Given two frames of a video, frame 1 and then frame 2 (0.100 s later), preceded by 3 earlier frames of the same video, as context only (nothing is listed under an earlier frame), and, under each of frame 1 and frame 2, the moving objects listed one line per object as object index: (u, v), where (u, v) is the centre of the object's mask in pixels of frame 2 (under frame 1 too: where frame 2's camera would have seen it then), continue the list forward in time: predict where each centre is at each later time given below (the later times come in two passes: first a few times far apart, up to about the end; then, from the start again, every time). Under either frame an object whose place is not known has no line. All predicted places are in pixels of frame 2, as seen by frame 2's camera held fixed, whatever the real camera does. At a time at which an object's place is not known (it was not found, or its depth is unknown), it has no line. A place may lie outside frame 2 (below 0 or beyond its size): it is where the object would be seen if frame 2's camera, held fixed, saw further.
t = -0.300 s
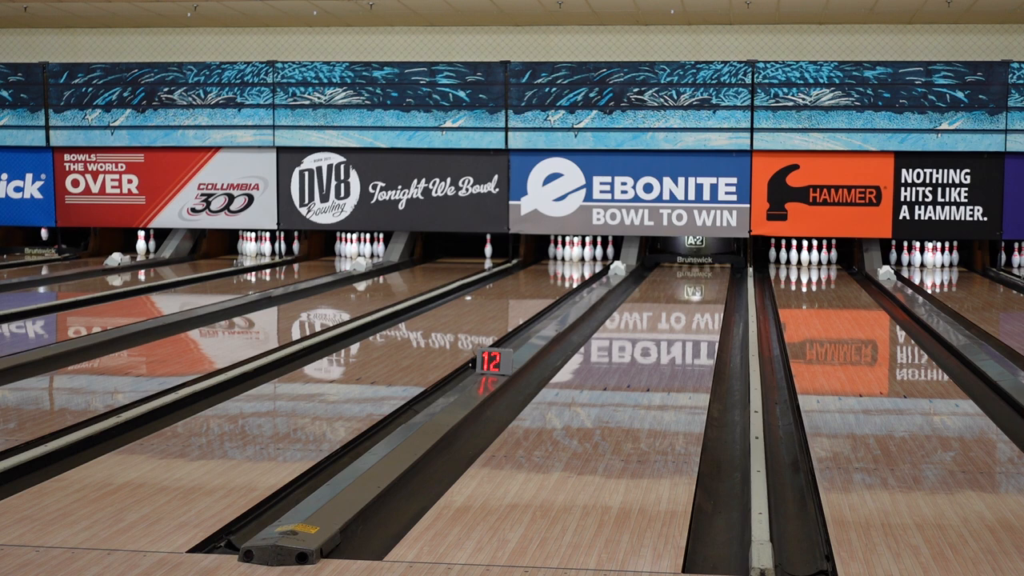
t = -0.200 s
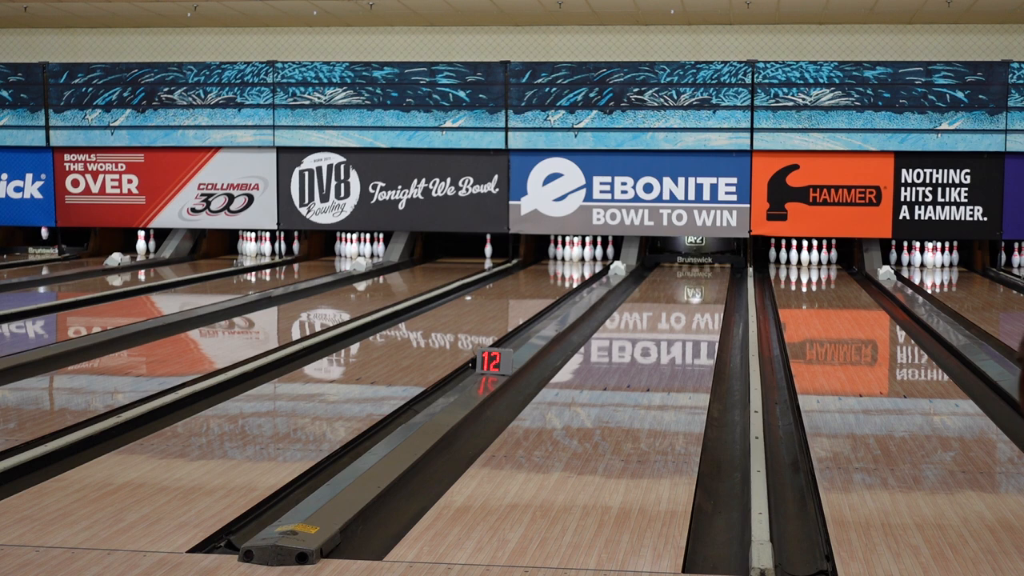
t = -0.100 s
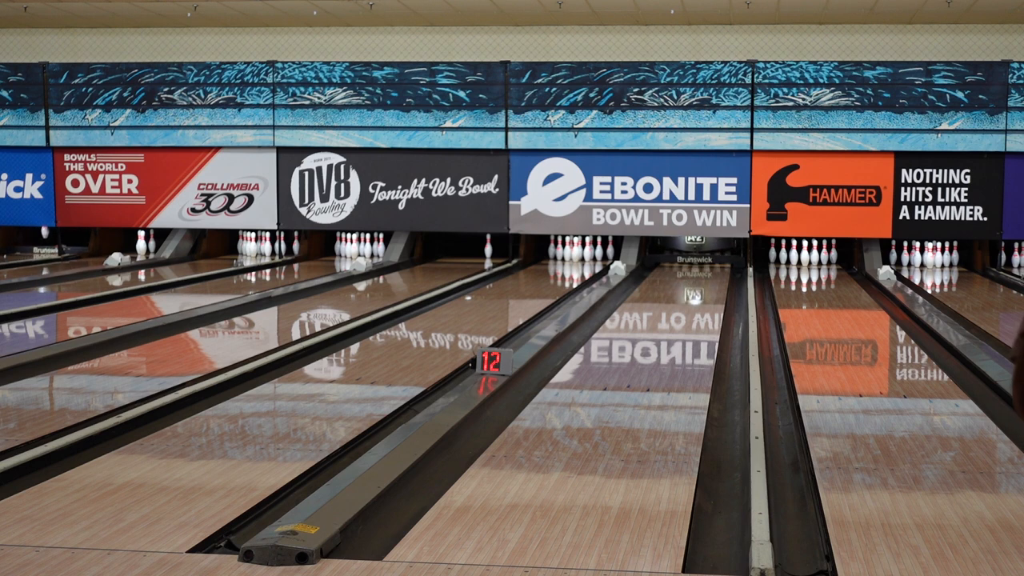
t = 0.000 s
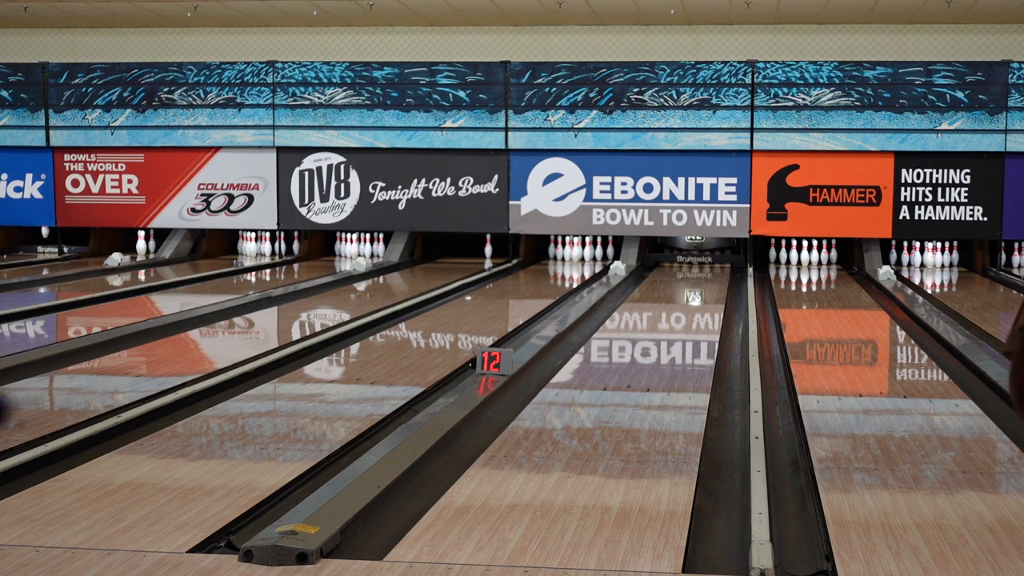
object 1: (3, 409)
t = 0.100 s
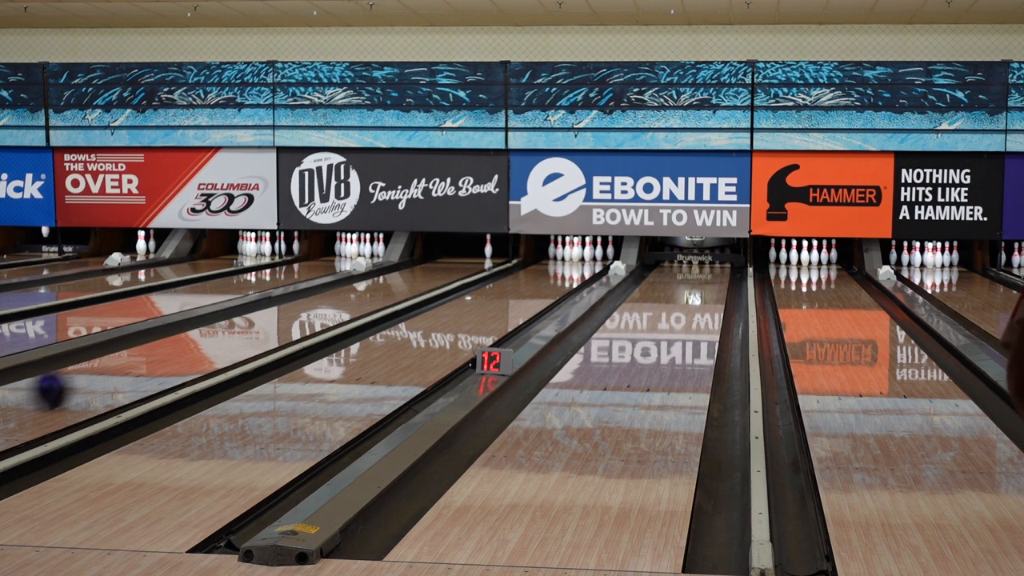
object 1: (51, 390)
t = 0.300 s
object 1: (148, 360)
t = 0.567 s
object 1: (245, 332)
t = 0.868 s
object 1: (322, 308)
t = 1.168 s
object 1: (378, 292)
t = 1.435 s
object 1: (414, 280)
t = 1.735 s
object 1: (444, 270)
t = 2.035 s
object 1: (463, 261)
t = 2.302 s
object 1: (471, 256)
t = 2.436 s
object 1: (475, 252)
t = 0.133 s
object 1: (70, 385)
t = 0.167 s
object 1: (87, 379)
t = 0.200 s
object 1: (103, 374)
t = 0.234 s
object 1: (119, 369)
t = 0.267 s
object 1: (134, 365)
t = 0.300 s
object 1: (148, 360)
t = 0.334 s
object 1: (163, 357)
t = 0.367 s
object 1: (176, 352)
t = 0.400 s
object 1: (187, 349)
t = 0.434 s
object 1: (200, 345)
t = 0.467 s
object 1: (212, 342)
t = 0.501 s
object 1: (223, 338)
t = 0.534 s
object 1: (234, 335)
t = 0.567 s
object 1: (245, 332)
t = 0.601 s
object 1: (254, 329)
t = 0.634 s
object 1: (264, 326)
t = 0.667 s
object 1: (273, 323)
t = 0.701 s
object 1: (282, 321)
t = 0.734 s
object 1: (290, 318)
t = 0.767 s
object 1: (299, 315)
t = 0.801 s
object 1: (307, 313)
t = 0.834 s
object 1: (314, 311)
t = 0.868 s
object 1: (322, 308)
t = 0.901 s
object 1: (329, 306)
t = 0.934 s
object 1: (336, 304)
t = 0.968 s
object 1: (343, 302)
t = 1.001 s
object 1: (350, 299)
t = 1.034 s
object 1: (355, 297)
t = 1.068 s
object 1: (361, 296)
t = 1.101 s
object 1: (367, 295)
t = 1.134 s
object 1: (372, 293)
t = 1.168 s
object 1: (378, 292)
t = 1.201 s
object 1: (383, 290)
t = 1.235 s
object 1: (388, 289)
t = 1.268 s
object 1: (393, 287)
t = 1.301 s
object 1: (397, 286)
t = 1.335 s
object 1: (402, 284)
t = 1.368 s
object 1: (407, 283)
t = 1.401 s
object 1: (411, 282)
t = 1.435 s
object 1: (414, 280)
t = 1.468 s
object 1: (419, 279)
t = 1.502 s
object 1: (422, 277)
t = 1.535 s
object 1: (426, 276)
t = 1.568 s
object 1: (429, 275)
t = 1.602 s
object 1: (432, 274)
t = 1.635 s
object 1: (435, 273)
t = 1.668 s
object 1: (438, 272)
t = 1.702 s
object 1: (441, 271)
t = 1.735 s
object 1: (444, 270)
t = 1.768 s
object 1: (446, 269)
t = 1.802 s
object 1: (449, 268)
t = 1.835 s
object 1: (451, 267)
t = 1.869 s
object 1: (453, 266)
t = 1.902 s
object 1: (455, 265)
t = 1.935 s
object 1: (458, 264)
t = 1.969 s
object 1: (459, 263)
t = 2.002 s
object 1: (461, 263)
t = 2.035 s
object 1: (463, 261)
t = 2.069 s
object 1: (464, 261)
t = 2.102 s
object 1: (465, 260)
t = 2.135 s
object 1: (466, 259)
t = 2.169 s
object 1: (467, 258)
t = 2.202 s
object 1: (468, 257)
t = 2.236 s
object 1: (469, 257)
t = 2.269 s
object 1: (470, 256)
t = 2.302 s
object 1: (471, 256)
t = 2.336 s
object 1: (473, 254)
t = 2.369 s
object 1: (473, 253)
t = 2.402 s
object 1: (474, 253)
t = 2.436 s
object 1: (475, 252)
